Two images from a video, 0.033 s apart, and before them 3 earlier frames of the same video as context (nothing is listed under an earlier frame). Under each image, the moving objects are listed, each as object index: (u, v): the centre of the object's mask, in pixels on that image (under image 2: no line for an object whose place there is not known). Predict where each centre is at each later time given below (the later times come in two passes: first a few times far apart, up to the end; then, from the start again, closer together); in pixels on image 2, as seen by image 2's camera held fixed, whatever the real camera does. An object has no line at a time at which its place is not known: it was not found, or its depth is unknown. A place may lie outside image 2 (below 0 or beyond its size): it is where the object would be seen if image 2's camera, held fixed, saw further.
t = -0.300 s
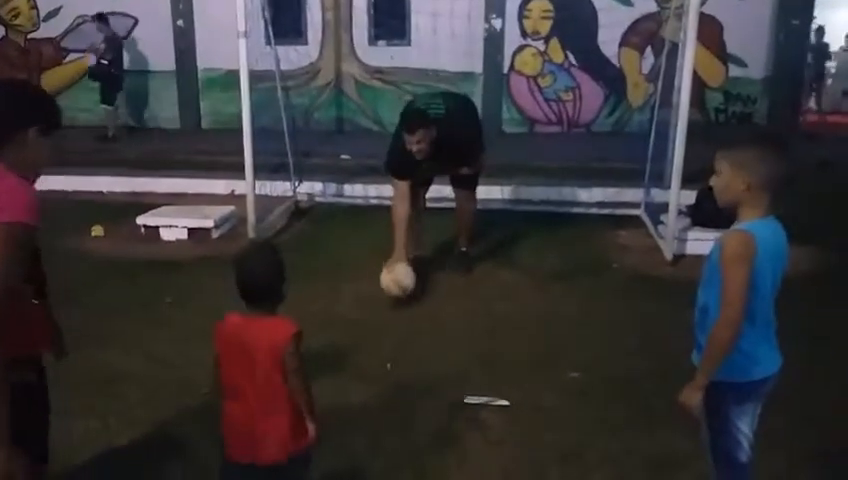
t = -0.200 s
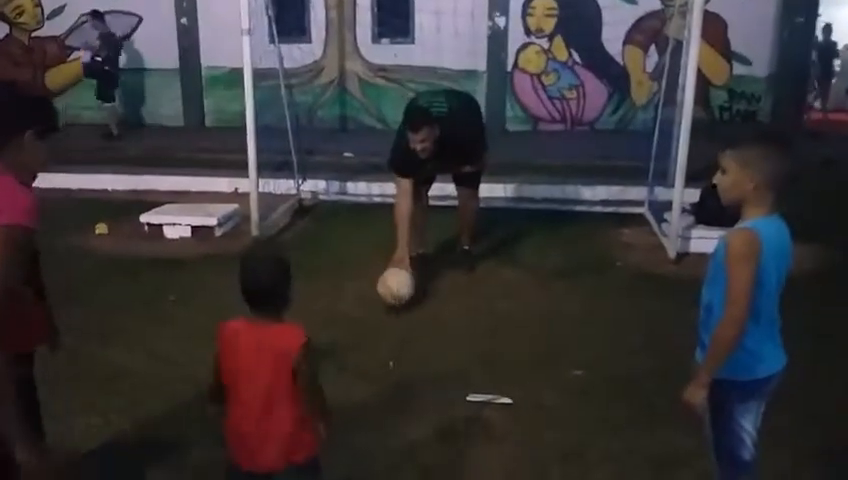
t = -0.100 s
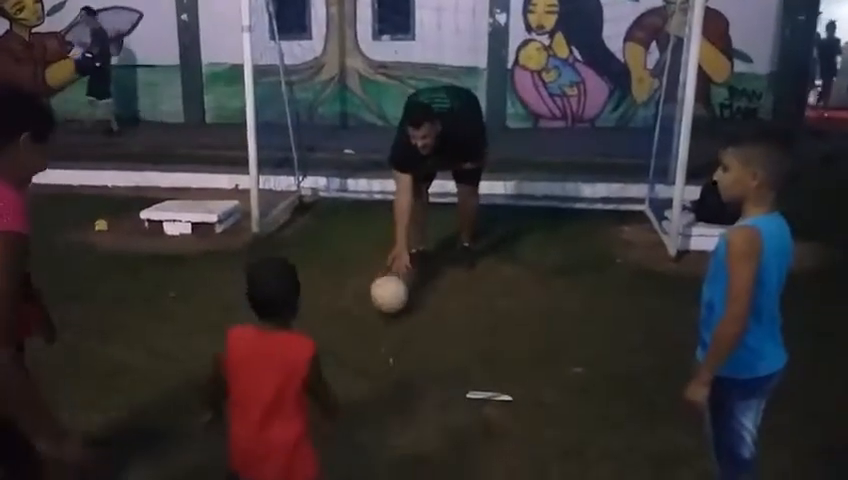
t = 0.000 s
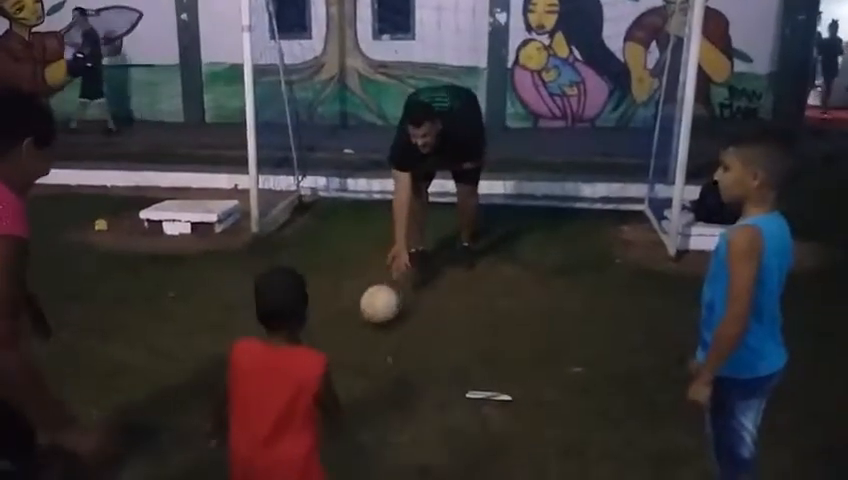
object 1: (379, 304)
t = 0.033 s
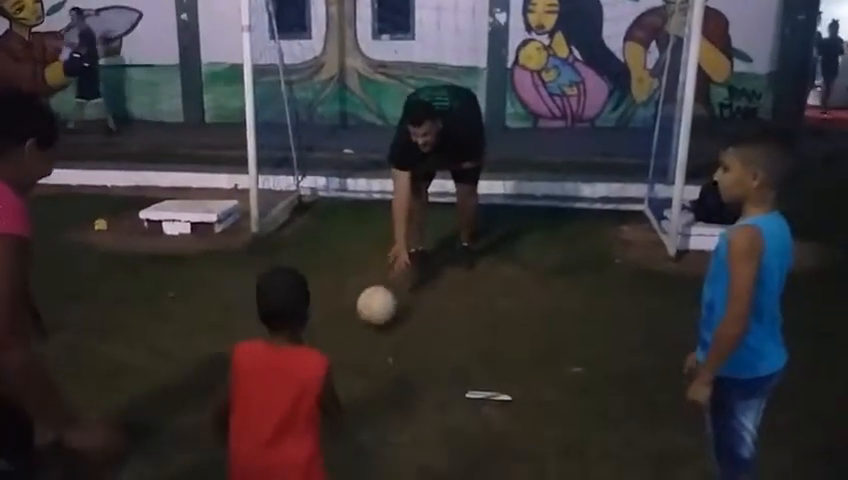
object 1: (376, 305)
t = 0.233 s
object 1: (360, 324)
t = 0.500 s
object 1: (344, 350)
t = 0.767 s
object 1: (332, 380)
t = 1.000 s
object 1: (326, 409)
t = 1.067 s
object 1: (325, 418)
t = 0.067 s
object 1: (373, 309)
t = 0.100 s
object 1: (370, 312)
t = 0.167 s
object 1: (365, 318)
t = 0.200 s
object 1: (362, 322)
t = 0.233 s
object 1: (360, 324)
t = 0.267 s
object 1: (358, 328)
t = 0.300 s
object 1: (356, 330)
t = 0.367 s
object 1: (351, 337)
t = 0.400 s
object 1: (349, 340)
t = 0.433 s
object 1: (348, 343)
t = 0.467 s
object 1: (346, 346)
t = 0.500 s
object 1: (344, 350)
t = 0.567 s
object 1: (341, 356)
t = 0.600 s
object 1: (339, 360)
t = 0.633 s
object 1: (337, 364)
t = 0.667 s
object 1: (336, 367)
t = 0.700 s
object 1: (335, 371)
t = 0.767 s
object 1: (332, 380)
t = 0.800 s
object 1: (331, 383)
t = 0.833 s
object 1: (329, 386)
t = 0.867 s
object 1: (328, 391)
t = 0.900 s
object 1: (328, 395)
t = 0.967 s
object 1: (326, 404)
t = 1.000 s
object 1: (326, 409)
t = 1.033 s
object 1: (325, 413)
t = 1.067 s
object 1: (325, 418)
